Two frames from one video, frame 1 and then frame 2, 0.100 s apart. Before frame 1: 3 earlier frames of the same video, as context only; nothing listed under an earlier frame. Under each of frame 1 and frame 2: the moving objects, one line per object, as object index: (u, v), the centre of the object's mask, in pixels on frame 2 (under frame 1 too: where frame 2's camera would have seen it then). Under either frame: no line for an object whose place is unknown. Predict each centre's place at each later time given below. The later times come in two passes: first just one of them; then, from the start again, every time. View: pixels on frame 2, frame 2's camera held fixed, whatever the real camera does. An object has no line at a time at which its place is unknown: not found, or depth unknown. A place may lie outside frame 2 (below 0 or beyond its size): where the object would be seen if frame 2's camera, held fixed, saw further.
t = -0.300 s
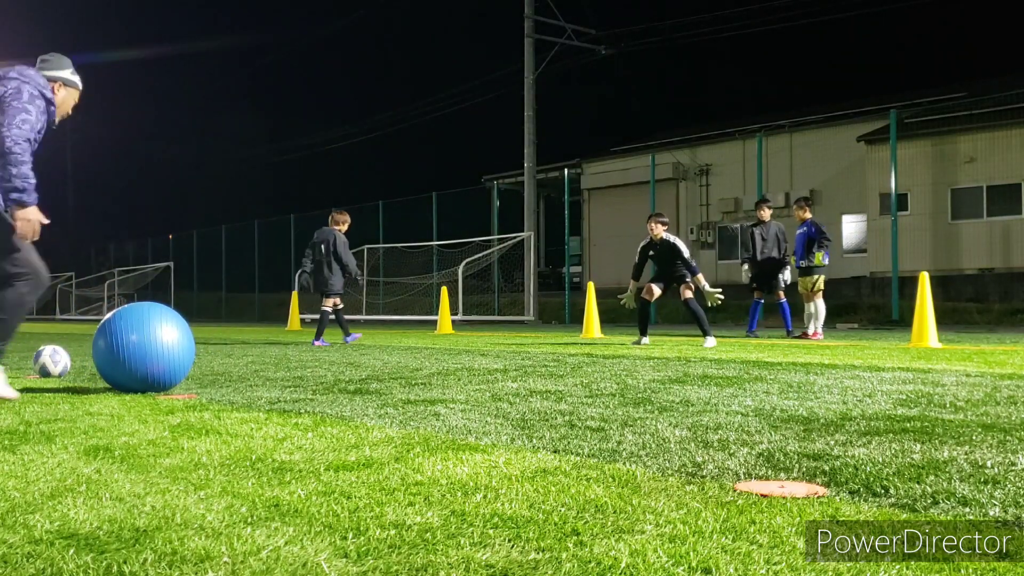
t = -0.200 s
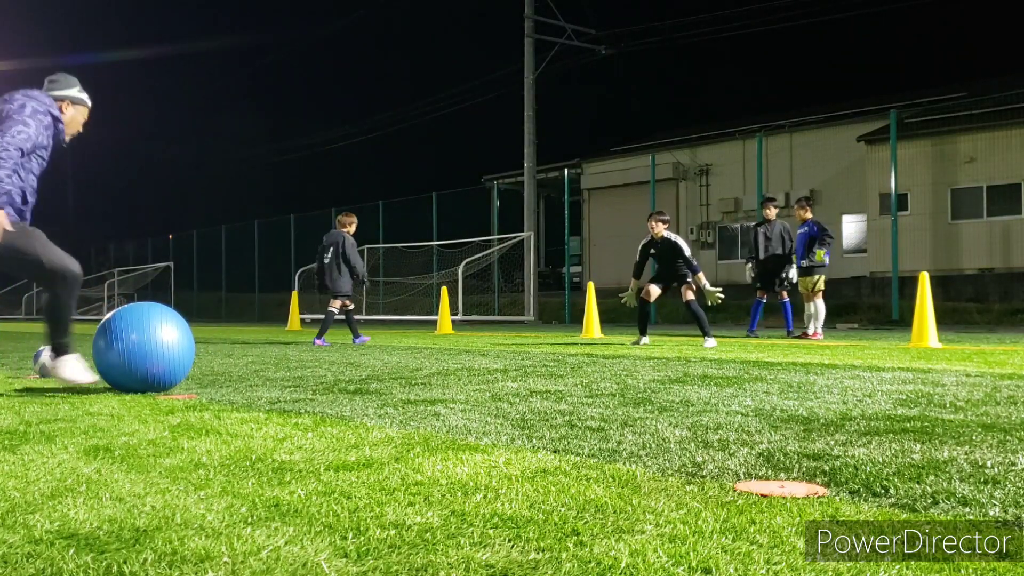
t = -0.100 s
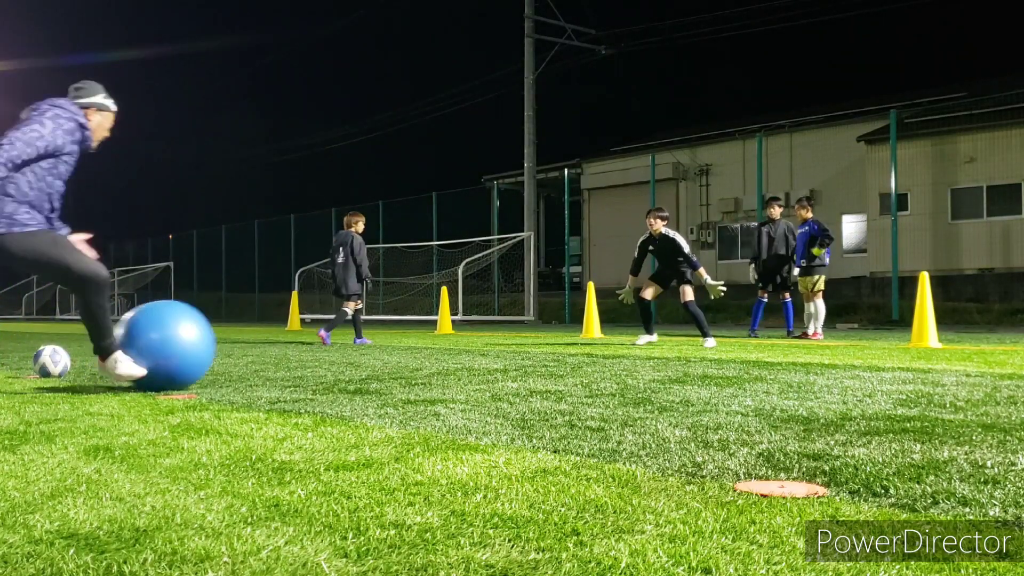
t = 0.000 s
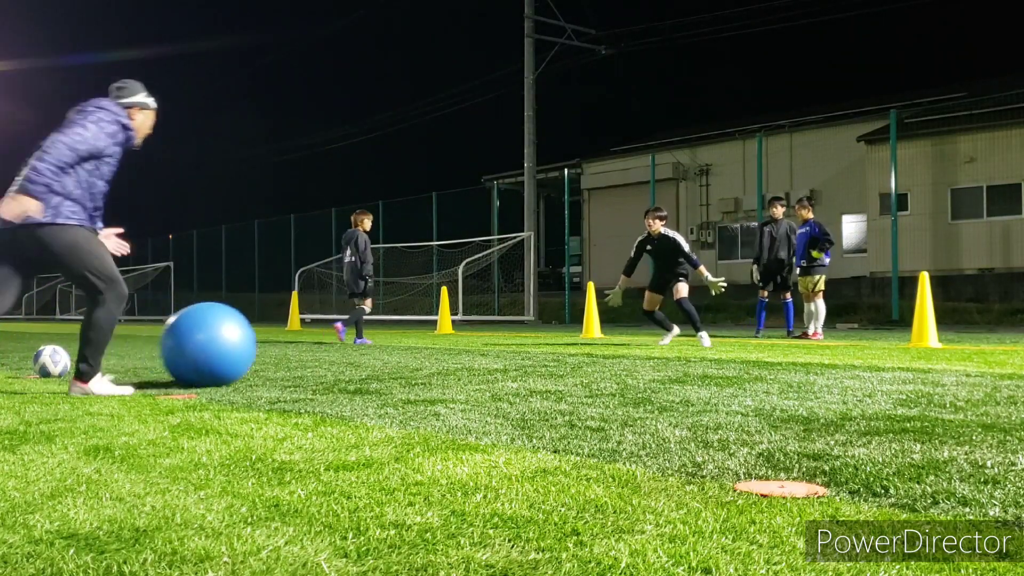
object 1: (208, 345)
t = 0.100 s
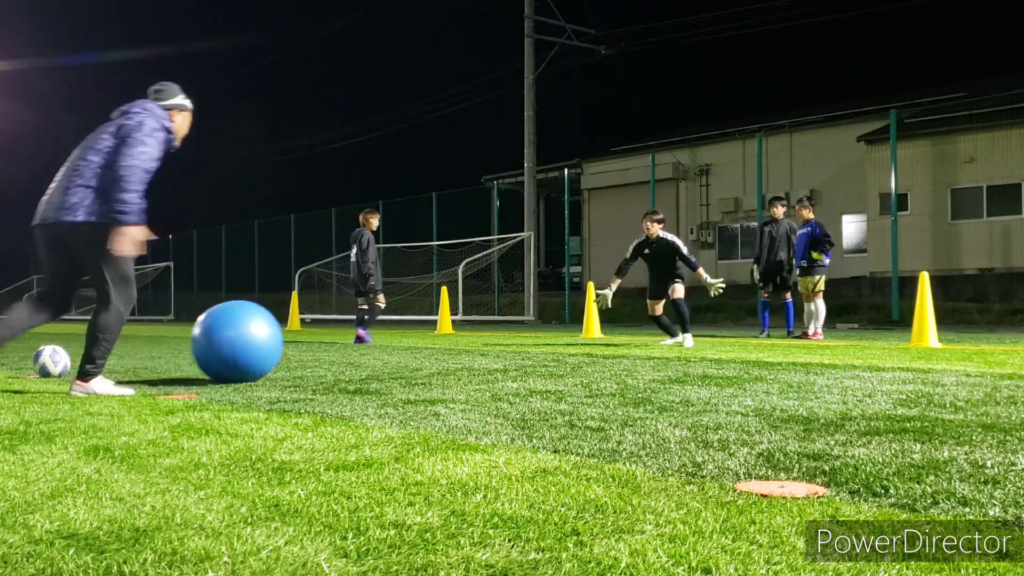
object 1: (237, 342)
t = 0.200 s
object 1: (258, 342)
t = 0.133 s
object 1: (245, 342)
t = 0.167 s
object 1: (252, 343)
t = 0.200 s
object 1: (258, 342)
